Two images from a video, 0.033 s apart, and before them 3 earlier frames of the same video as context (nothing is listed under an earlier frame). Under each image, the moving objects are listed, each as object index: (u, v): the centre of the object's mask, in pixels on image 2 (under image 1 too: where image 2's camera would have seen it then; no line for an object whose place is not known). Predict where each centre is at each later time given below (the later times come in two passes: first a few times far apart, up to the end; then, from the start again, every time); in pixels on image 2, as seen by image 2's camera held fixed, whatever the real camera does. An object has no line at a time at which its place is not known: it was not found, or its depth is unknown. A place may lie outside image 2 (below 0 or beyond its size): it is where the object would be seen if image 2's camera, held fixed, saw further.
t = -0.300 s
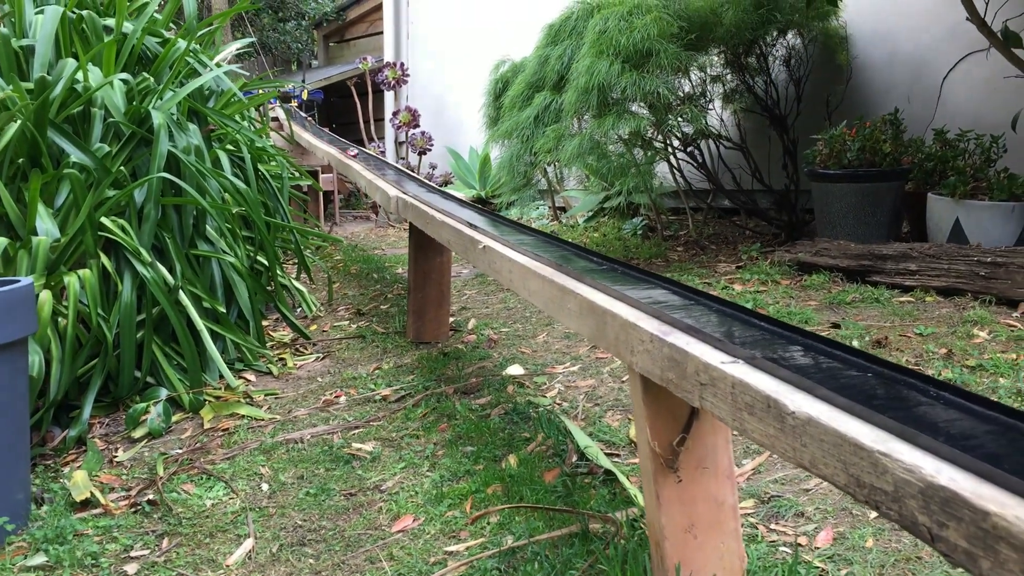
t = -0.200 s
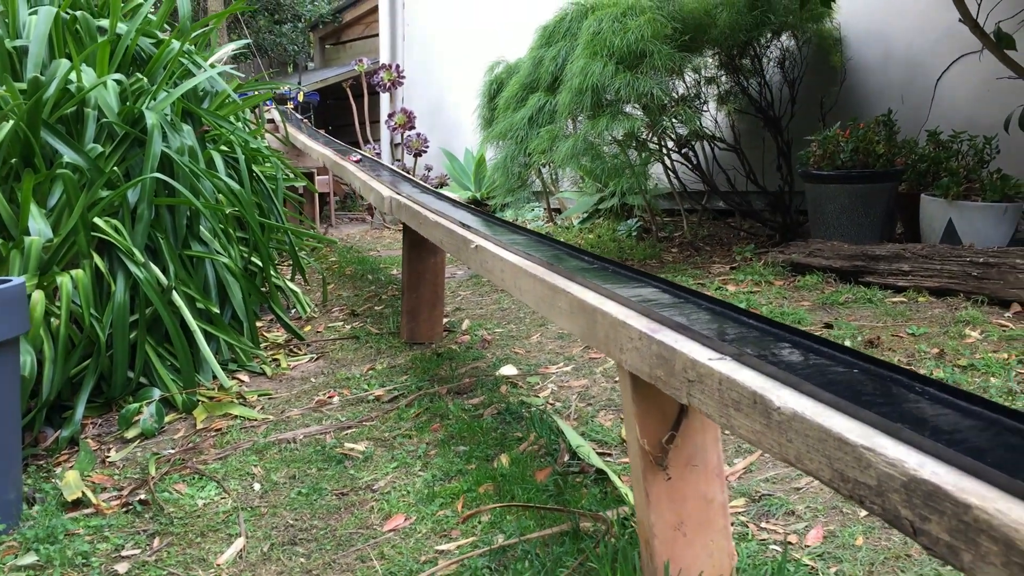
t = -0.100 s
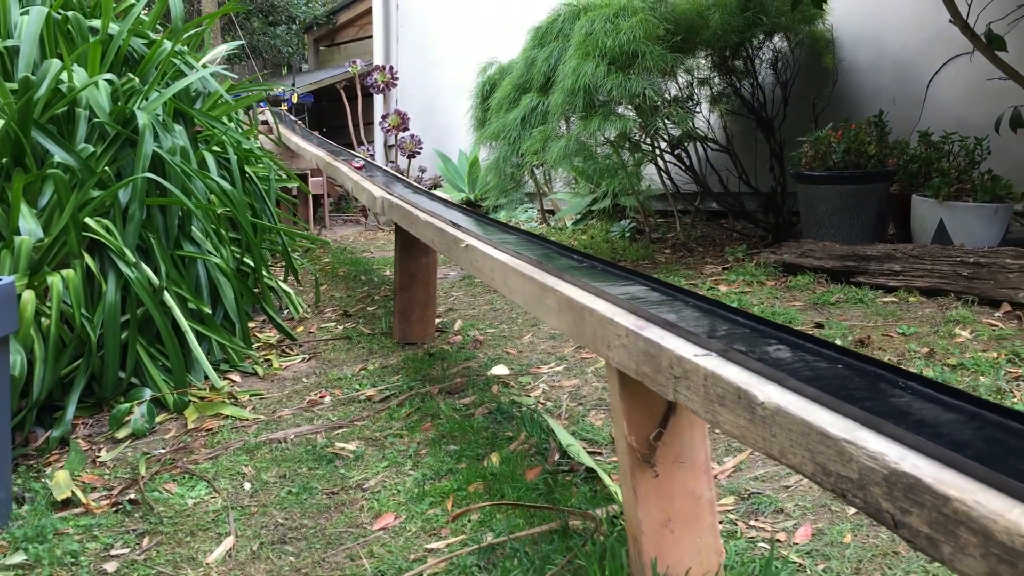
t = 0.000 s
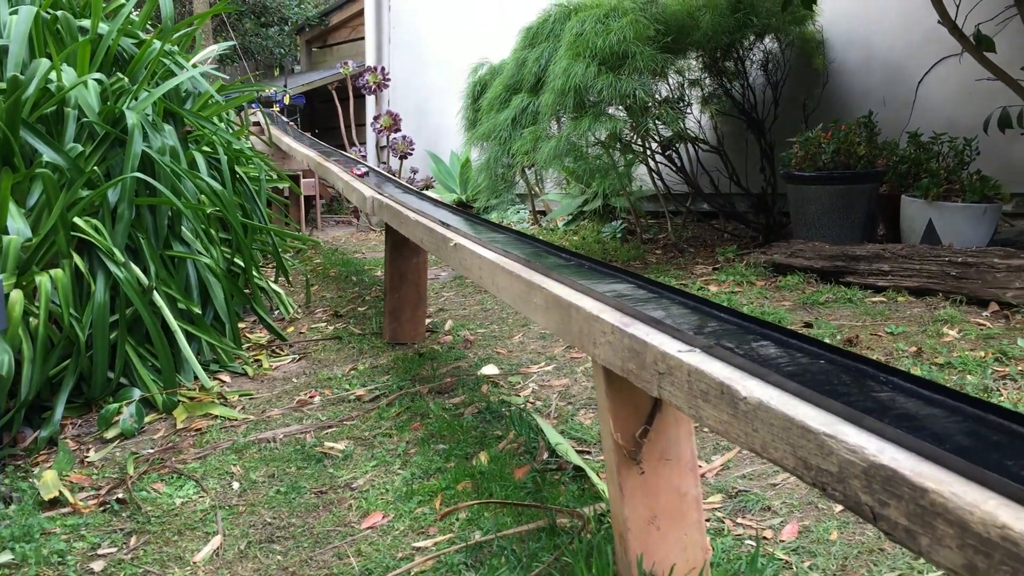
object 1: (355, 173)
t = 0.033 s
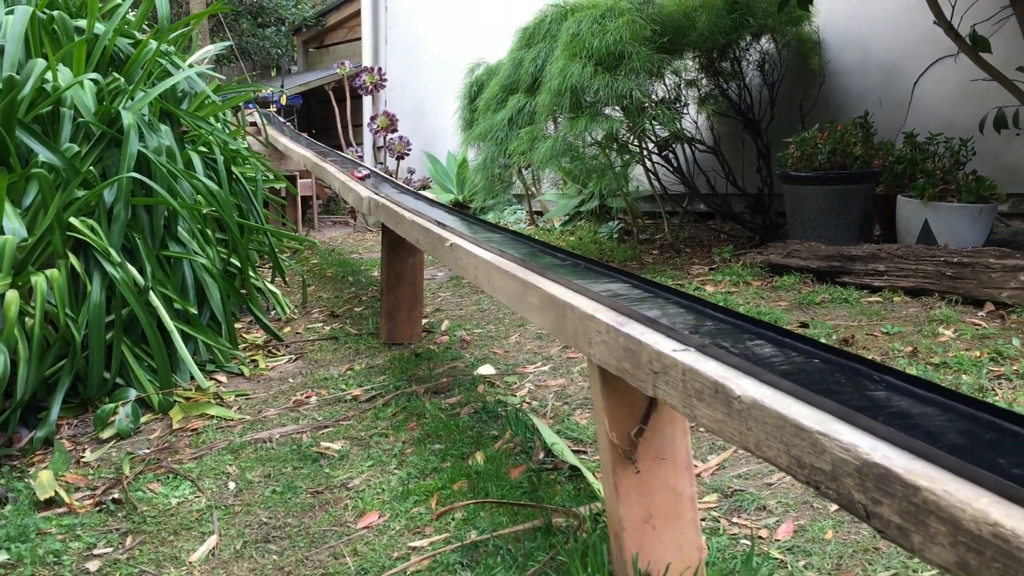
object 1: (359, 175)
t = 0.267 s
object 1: (393, 195)
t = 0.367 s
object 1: (416, 206)
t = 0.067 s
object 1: (363, 177)
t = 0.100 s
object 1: (368, 180)
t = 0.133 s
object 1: (372, 182)
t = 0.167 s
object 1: (376, 186)
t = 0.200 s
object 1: (381, 189)
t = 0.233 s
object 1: (387, 192)
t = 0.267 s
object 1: (393, 195)
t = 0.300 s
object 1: (400, 198)
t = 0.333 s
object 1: (407, 202)
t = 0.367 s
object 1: (416, 206)
